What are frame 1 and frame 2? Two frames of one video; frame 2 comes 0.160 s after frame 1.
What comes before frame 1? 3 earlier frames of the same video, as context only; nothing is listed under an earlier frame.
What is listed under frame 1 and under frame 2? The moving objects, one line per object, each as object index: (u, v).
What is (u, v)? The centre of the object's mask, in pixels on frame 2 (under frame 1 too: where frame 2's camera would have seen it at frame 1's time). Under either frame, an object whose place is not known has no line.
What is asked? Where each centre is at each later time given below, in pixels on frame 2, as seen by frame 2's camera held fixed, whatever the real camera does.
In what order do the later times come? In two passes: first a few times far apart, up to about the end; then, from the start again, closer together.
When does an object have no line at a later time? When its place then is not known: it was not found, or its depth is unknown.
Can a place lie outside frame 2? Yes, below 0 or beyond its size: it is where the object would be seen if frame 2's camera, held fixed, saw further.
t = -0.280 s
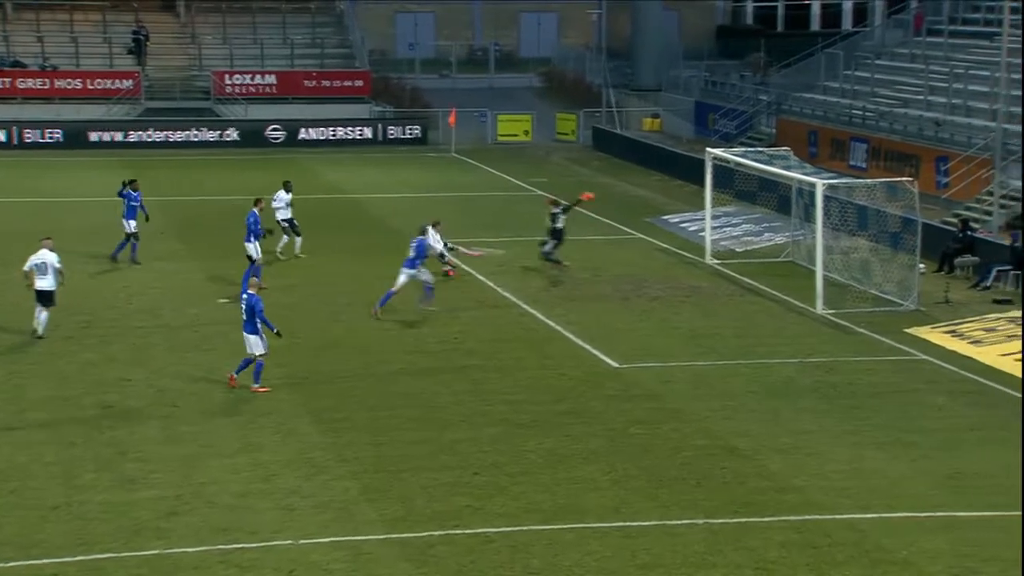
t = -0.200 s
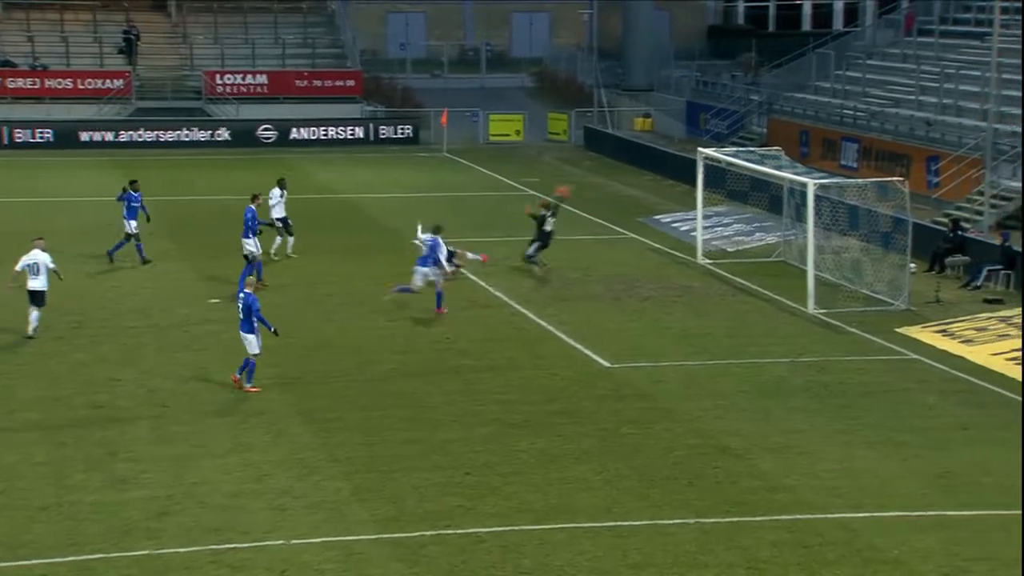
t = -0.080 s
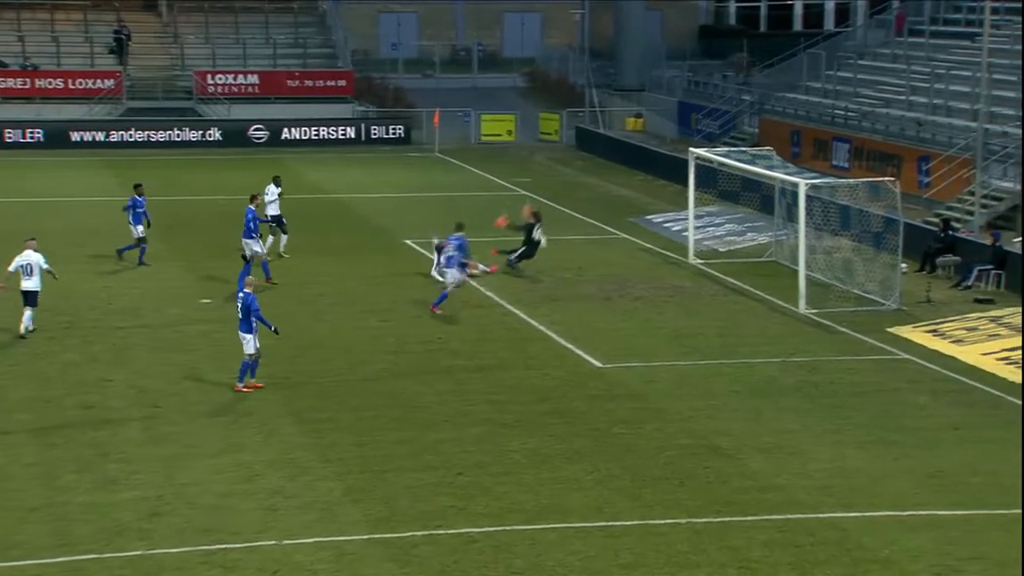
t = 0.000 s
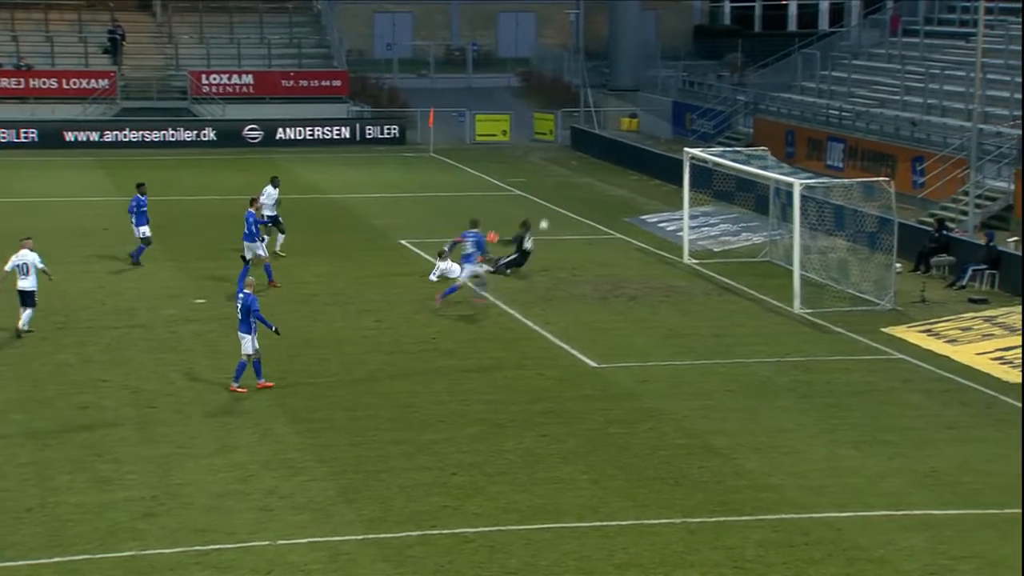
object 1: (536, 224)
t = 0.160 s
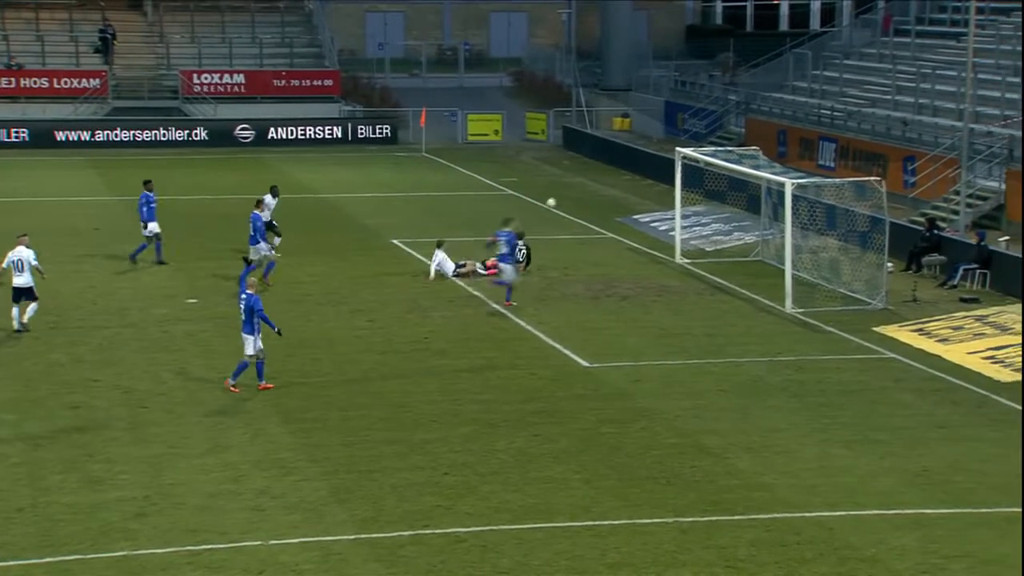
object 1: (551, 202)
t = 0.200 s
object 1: (555, 199)
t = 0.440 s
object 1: (578, 196)
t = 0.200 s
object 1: (555, 199)
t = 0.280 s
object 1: (562, 195)
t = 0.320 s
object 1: (566, 194)
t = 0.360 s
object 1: (570, 194)
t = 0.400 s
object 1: (574, 194)
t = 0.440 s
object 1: (578, 196)
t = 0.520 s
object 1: (586, 200)
